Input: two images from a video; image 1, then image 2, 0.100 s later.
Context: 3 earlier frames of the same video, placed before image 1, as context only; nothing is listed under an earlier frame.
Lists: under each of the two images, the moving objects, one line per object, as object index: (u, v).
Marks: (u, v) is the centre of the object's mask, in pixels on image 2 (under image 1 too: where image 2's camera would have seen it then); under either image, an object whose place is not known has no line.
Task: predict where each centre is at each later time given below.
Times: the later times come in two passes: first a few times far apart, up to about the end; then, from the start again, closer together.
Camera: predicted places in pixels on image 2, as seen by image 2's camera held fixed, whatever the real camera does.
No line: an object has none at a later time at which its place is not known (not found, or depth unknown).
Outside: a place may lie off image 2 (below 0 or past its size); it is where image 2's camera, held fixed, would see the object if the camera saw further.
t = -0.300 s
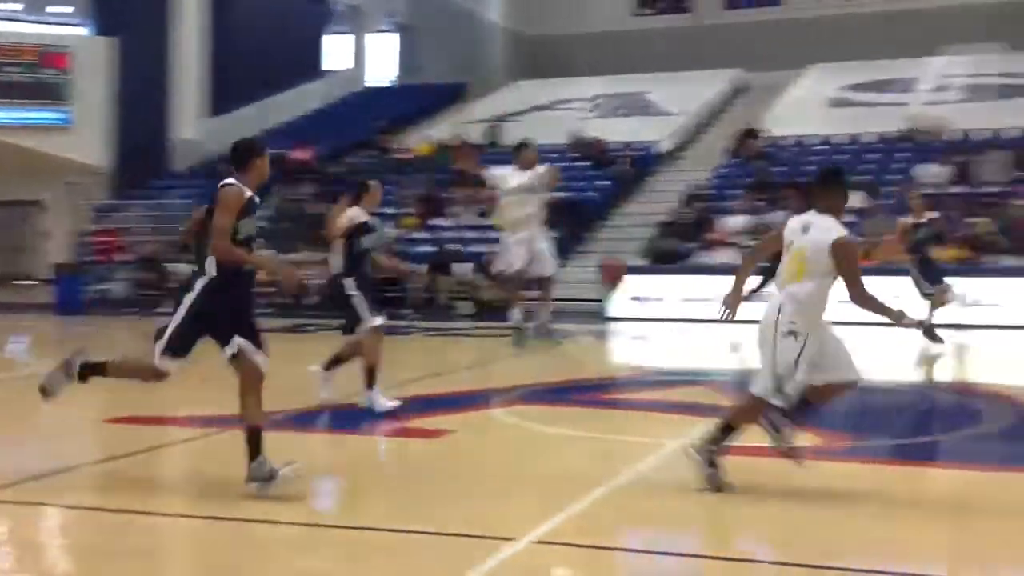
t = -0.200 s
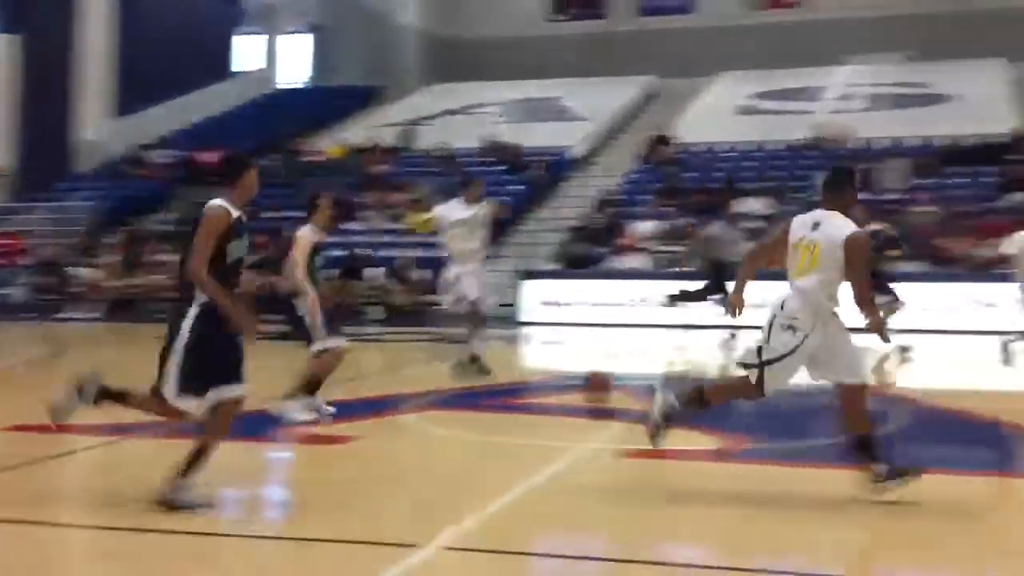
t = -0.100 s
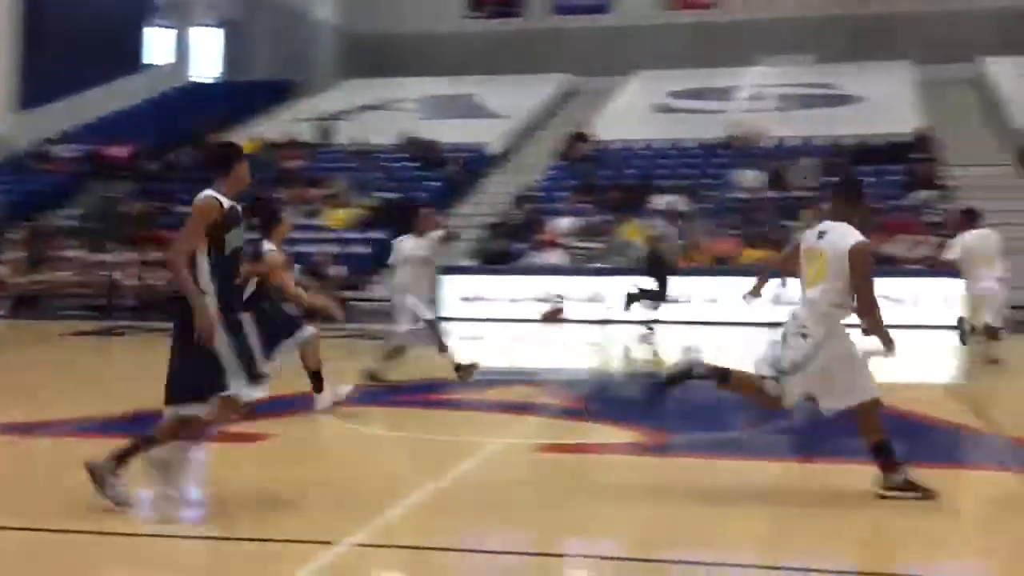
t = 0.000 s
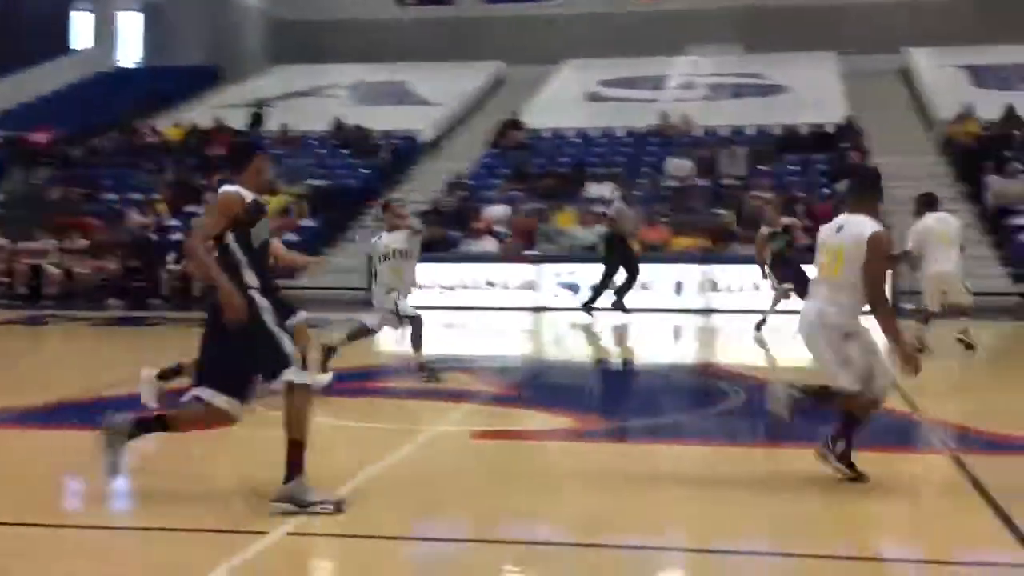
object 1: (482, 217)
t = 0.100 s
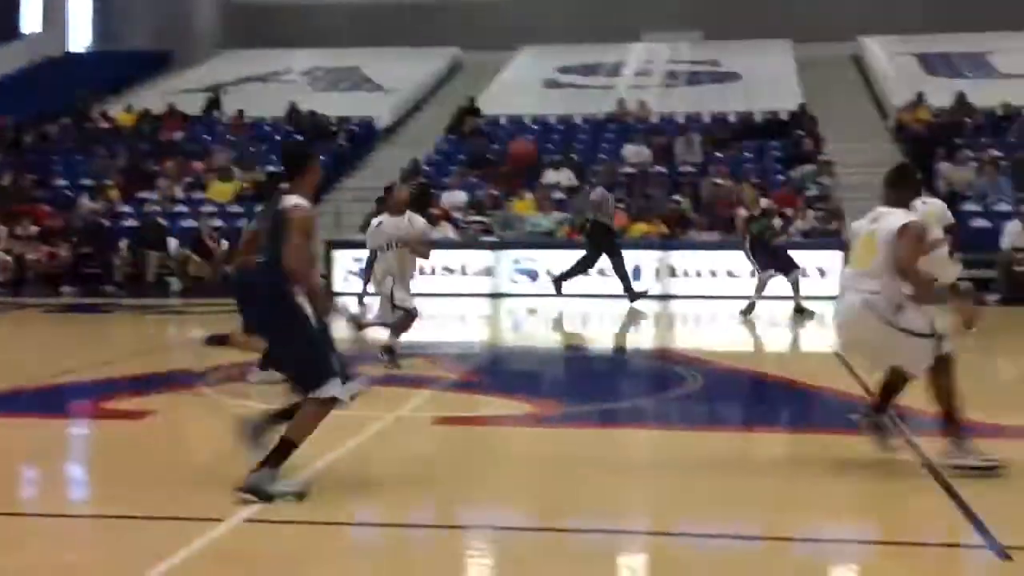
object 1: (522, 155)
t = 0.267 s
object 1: (588, 80)
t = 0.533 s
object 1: (704, 28)
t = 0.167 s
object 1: (547, 122)
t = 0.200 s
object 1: (561, 103)
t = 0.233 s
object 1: (575, 92)
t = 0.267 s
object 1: (588, 80)
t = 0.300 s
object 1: (603, 68)
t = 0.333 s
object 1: (617, 55)
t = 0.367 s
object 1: (632, 47)
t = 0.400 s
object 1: (646, 38)
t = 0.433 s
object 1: (660, 34)
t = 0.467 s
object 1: (675, 30)
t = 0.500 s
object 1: (689, 28)
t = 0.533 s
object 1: (704, 28)
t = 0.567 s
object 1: (721, 29)
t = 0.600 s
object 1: (737, 31)
